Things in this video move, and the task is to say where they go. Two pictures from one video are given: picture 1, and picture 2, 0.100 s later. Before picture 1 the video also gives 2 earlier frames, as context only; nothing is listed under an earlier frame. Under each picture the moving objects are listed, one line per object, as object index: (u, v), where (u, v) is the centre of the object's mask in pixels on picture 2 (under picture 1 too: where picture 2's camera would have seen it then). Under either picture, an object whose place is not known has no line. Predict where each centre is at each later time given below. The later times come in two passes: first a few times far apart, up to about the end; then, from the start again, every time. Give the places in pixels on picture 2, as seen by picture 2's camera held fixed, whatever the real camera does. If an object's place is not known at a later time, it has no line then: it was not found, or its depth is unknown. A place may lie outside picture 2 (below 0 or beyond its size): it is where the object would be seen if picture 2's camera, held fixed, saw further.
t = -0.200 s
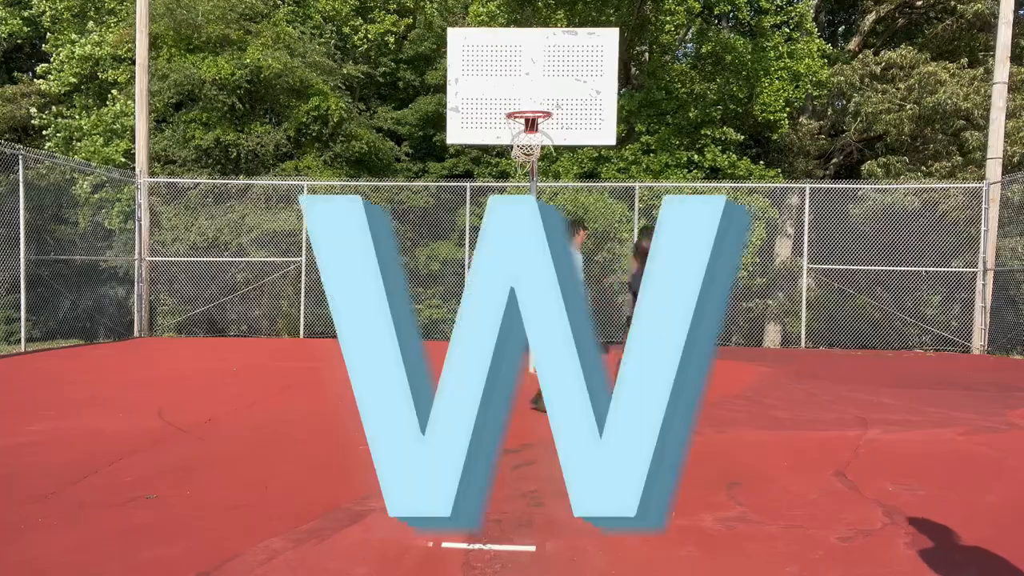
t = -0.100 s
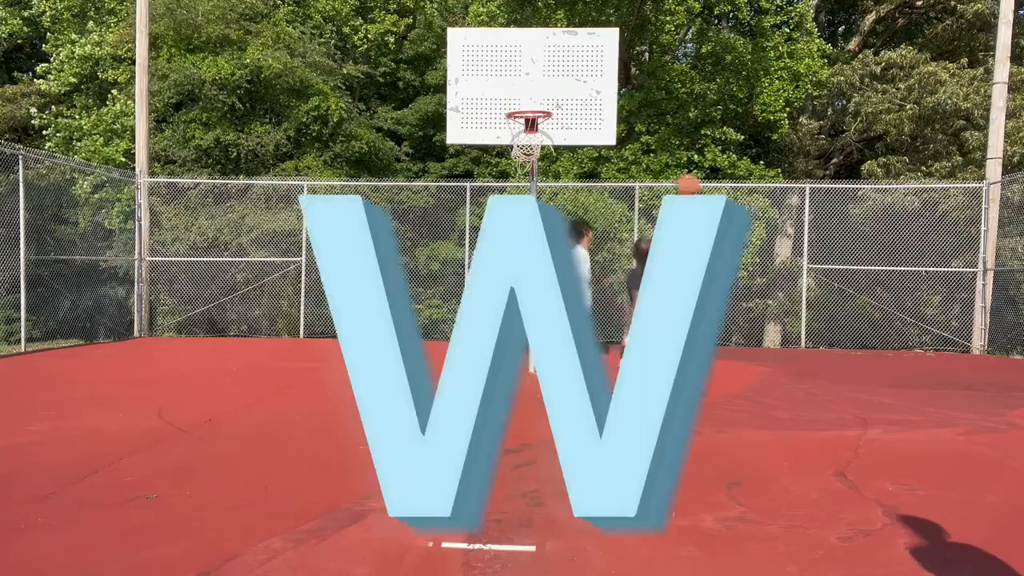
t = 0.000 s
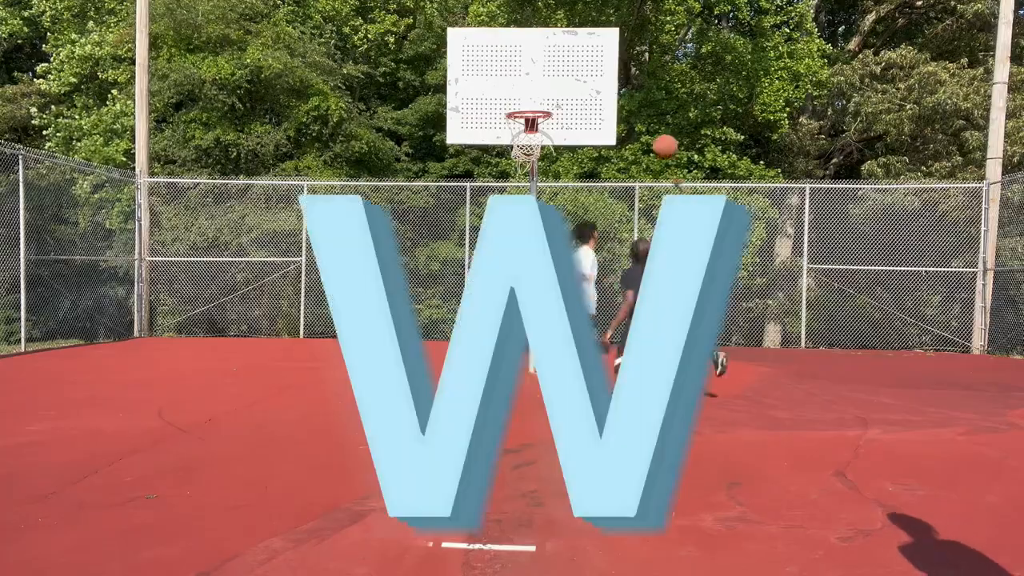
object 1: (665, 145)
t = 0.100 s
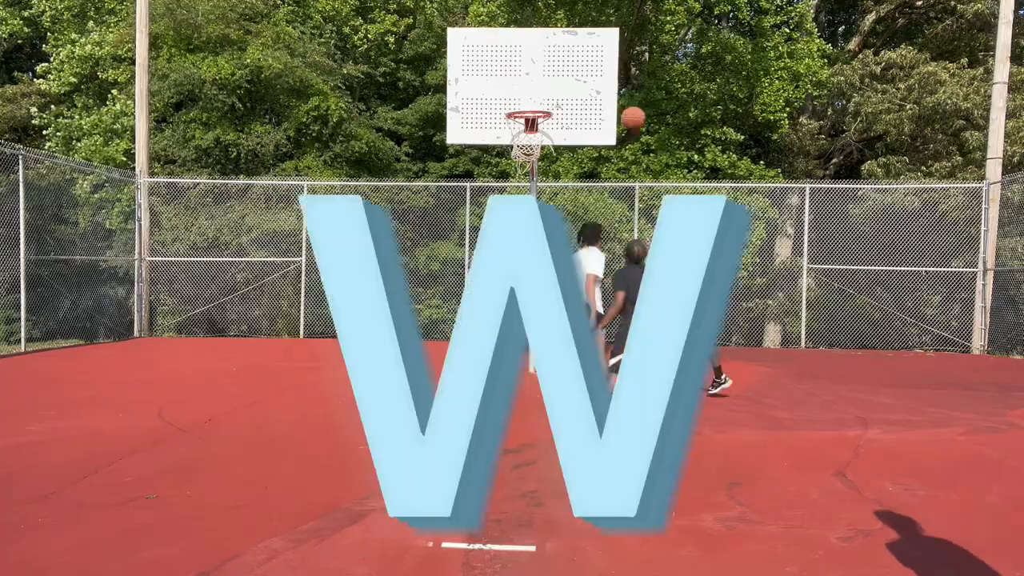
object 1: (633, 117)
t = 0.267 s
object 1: (584, 96)
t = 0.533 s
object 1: (538, 104)
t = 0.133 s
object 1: (623, 111)
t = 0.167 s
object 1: (613, 106)
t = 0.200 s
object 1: (603, 101)
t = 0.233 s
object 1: (593, 98)
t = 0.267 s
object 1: (584, 96)
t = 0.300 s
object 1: (575, 95)
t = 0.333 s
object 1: (570, 93)
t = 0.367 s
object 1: (564, 93)
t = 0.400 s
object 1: (559, 94)
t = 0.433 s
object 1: (554, 95)
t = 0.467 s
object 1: (548, 98)
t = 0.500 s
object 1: (543, 101)
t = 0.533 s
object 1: (538, 104)
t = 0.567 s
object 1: (532, 107)
